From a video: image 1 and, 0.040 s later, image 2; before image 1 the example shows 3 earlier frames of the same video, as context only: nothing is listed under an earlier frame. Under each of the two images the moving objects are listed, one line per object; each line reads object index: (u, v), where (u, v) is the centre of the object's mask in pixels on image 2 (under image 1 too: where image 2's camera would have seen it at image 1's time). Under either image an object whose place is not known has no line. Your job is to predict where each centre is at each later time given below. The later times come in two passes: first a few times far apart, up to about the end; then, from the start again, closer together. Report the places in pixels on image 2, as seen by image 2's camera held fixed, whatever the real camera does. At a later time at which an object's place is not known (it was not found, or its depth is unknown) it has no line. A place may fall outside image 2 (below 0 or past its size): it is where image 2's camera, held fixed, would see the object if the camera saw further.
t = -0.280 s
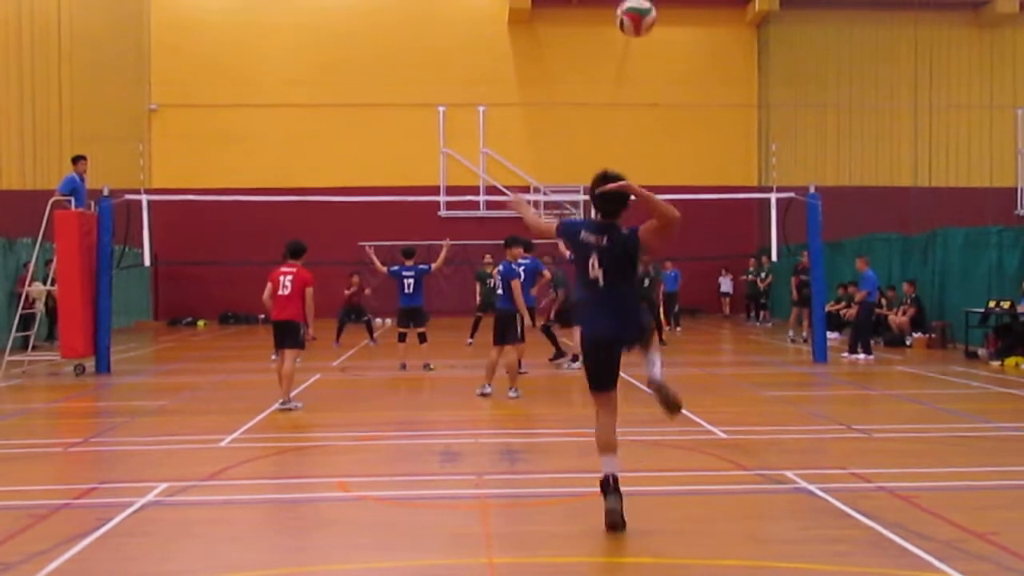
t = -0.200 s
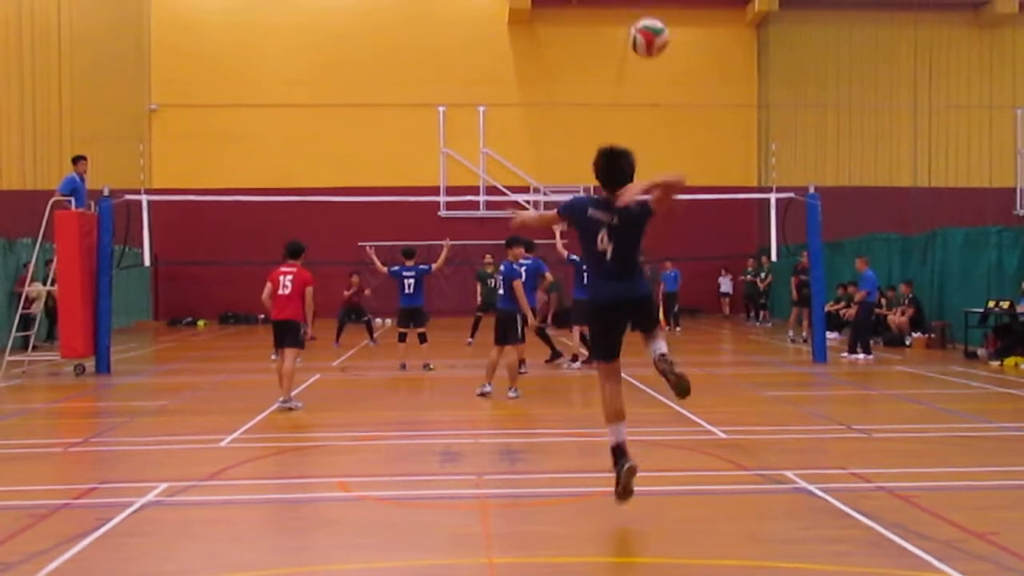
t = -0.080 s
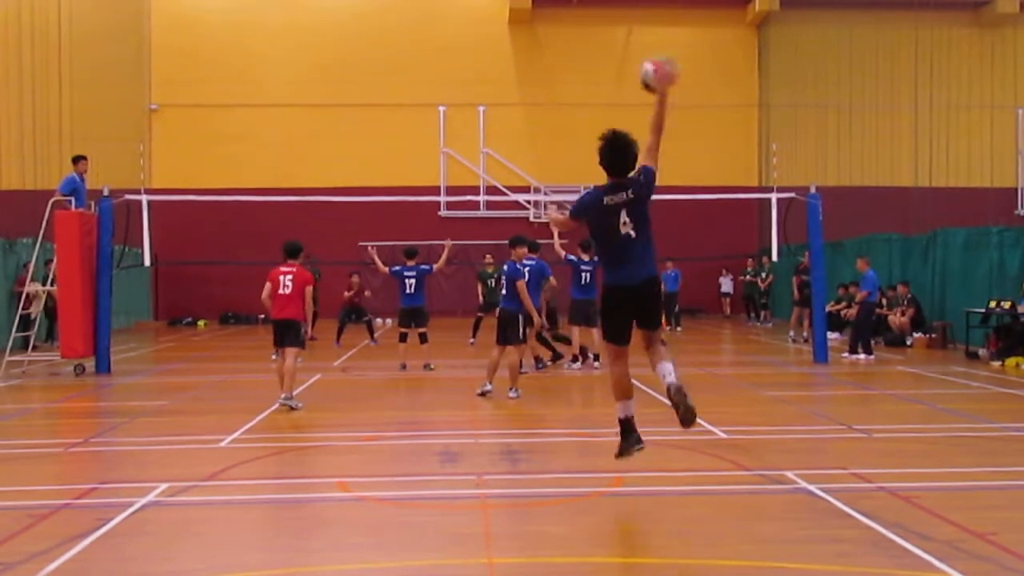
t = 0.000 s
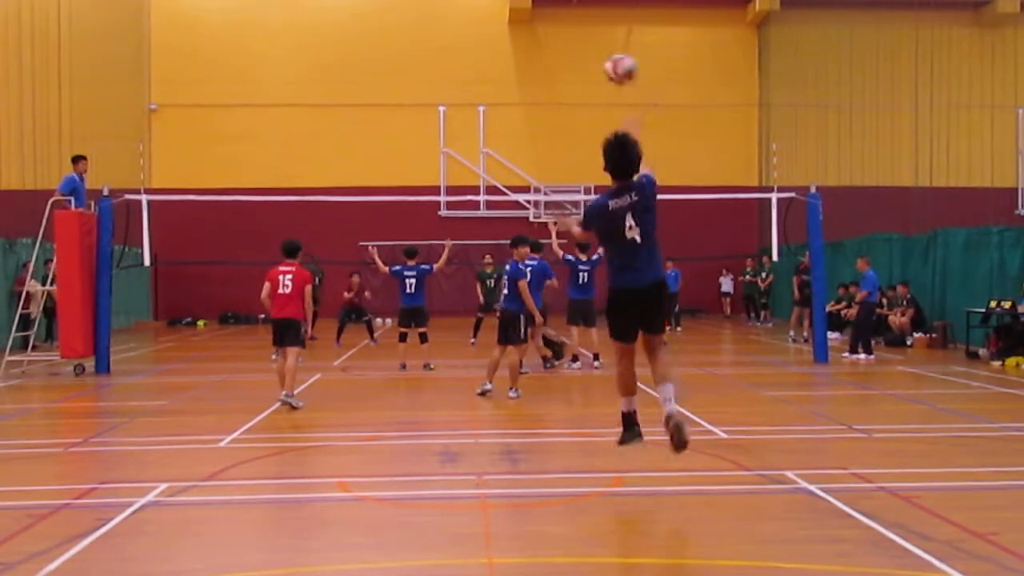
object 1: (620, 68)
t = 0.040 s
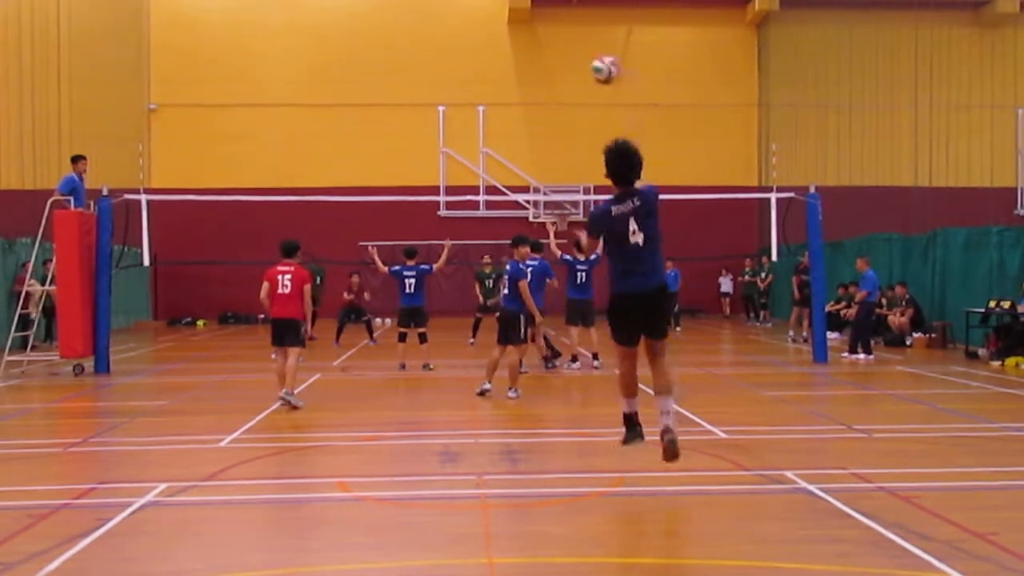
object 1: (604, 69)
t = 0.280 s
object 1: (550, 99)
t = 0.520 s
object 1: (521, 150)
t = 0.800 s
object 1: (496, 222)
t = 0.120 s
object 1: (583, 74)
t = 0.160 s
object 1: (573, 80)
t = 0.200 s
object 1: (565, 86)
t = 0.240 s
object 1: (557, 92)
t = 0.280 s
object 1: (550, 99)
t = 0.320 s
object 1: (543, 107)
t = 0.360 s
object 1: (539, 114)
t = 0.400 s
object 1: (534, 122)
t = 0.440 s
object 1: (530, 132)
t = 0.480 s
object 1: (525, 141)
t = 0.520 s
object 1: (521, 150)
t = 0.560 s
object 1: (516, 160)
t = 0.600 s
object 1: (511, 169)
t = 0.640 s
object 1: (508, 179)
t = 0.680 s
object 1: (504, 188)
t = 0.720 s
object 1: (501, 203)
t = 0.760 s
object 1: (499, 211)
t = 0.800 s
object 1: (496, 222)
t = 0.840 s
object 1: (494, 233)
